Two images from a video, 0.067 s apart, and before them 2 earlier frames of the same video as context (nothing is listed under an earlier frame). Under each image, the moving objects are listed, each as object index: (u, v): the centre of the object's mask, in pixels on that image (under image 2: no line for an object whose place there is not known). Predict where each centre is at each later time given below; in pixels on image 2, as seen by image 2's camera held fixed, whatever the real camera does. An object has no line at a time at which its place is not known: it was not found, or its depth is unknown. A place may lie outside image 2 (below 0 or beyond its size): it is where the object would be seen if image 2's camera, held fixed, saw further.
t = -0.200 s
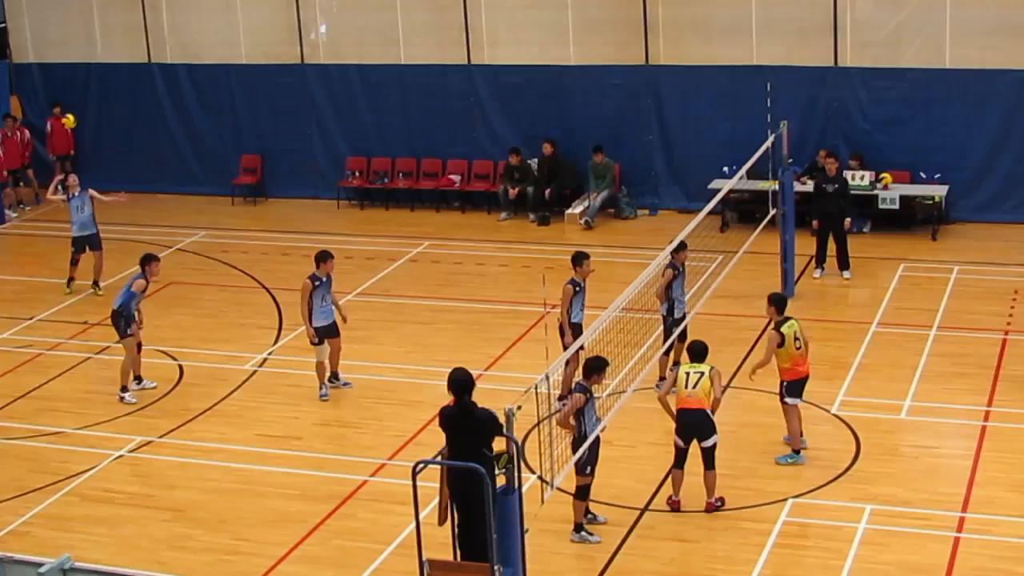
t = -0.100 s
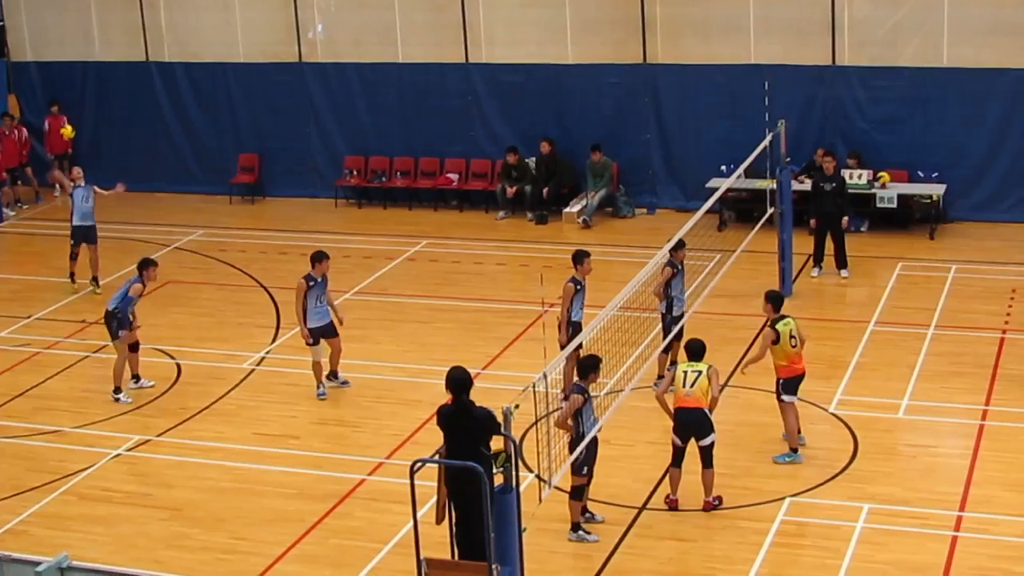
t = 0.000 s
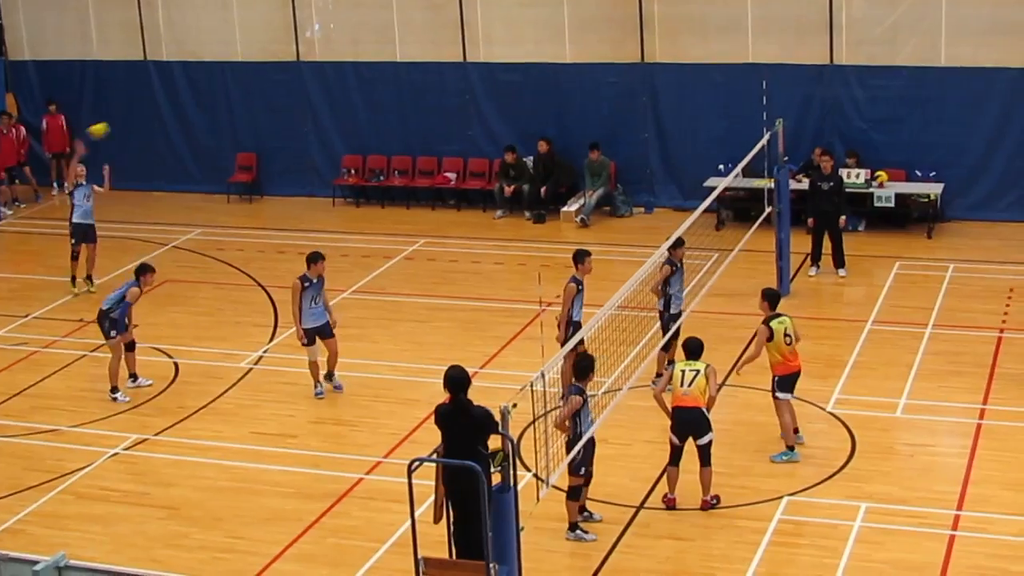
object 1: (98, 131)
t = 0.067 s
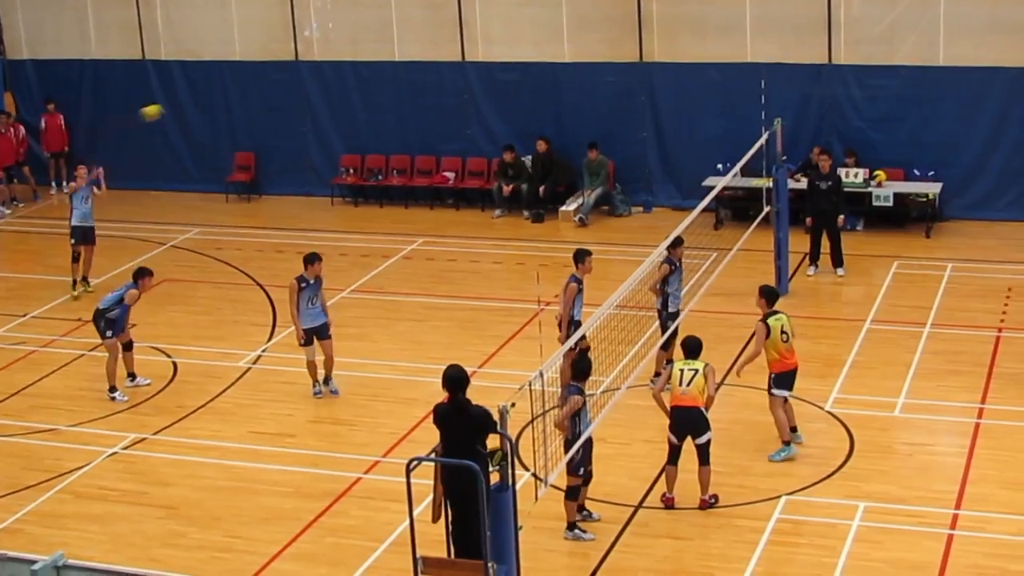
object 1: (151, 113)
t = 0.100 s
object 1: (179, 105)
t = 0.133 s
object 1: (207, 98)
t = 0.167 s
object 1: (234, 93)
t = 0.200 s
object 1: (263, 88)
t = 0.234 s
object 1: (290, 84)
